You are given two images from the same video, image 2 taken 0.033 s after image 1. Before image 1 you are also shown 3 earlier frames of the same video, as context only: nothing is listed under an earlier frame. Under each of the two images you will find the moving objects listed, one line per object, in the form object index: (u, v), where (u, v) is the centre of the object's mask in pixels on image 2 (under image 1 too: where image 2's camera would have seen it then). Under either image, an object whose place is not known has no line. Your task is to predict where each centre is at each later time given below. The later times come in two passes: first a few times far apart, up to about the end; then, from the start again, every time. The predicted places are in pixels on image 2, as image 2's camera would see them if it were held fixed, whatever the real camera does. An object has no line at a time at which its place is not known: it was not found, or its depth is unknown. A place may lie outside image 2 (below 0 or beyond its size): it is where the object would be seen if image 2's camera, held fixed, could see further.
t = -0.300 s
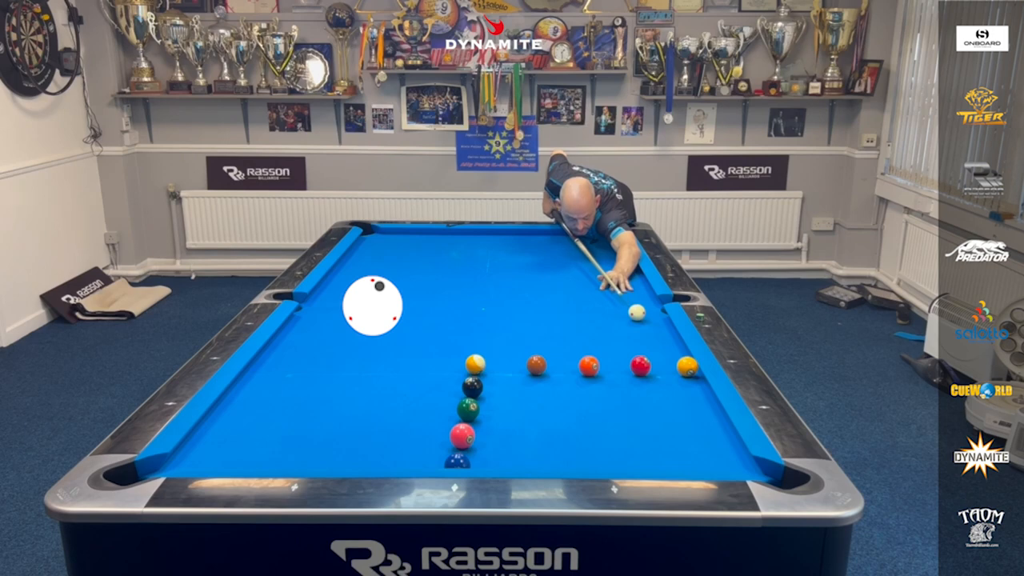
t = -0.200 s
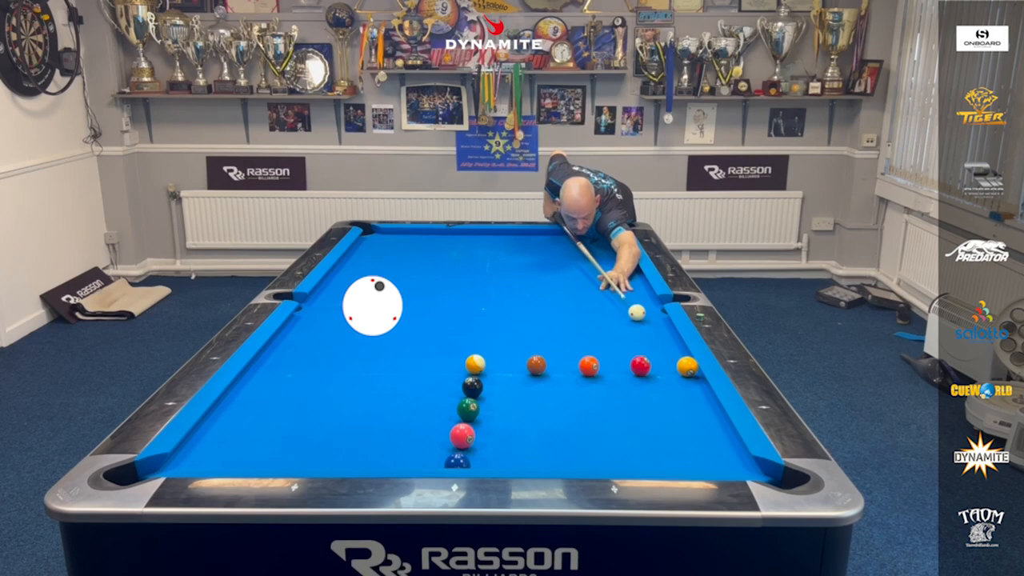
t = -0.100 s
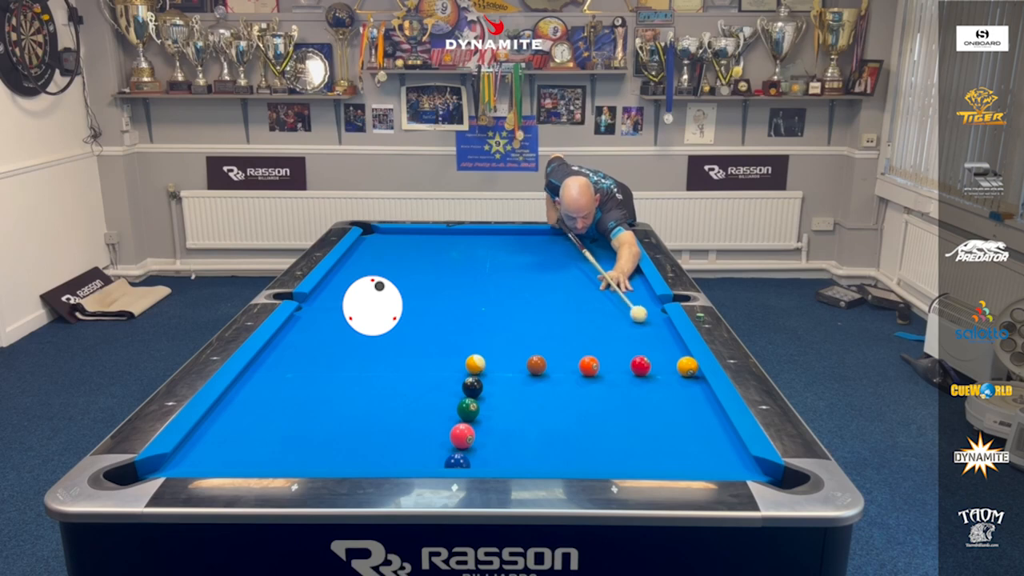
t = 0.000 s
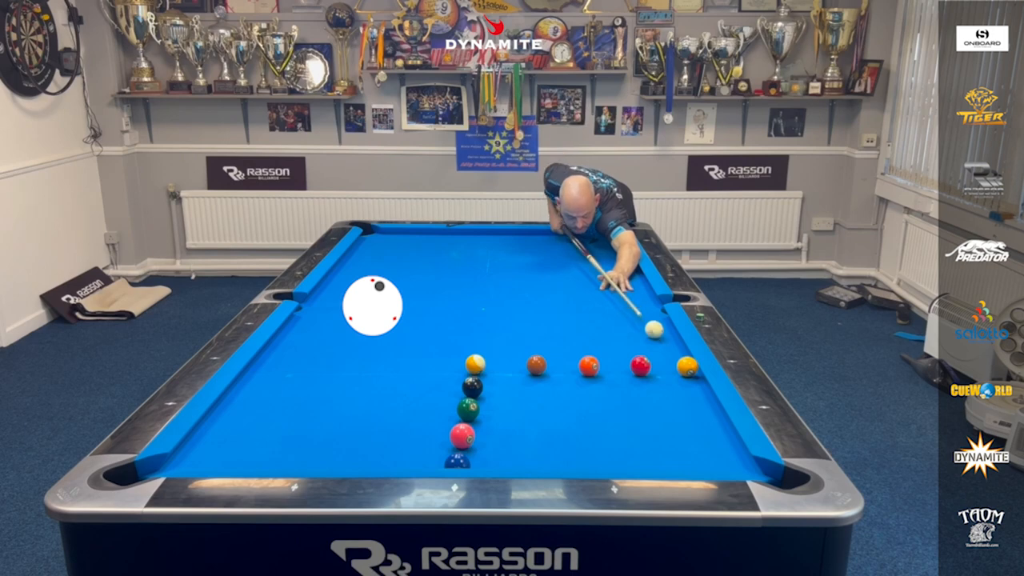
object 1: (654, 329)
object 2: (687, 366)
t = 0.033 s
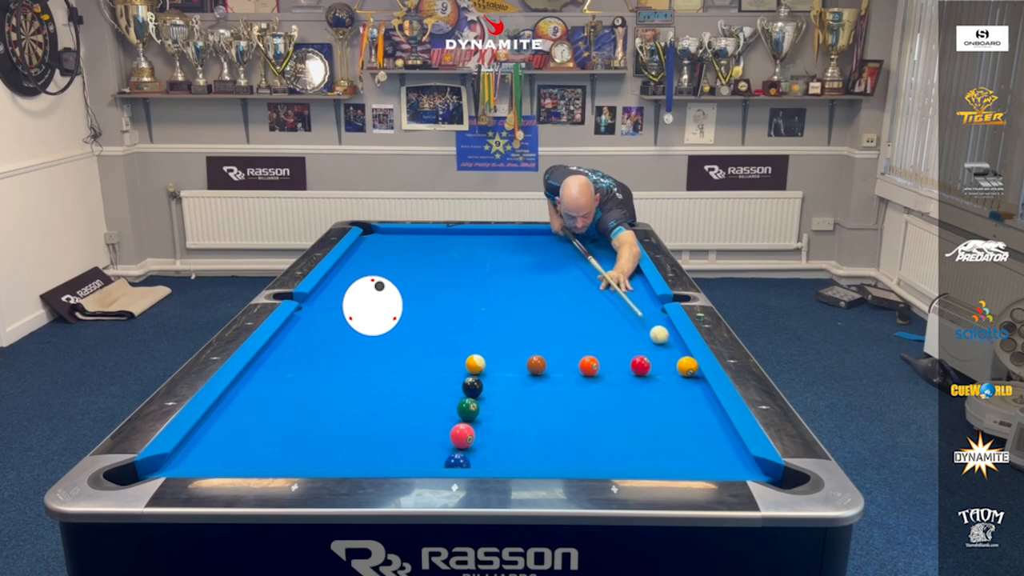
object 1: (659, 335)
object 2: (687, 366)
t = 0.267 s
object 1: (681, 360)
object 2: (696, 381)
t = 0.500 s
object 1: (680, 371)
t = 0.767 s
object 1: (680, 384)
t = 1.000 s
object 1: (680, 396)
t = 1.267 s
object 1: (680, 410)
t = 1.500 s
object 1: (681, 422)
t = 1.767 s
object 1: (682, 437)
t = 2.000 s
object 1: (683, 449)
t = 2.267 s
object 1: (684, 460)
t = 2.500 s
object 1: (682, 462)
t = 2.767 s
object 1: (676, 458)
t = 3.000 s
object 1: (673, 455)
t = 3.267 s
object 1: (671, 451)
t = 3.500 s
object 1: (670, 449)
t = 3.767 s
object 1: (671, 447)
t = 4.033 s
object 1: (671, 446)
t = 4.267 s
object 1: (671, 447)
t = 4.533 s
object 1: (671, 447)
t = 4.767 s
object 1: (671, 447)
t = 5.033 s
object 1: (671, 447)
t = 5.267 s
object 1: (671, 447)
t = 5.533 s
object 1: (671, 447)
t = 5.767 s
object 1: (671, 447)
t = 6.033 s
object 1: (671, 447)
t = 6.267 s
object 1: (671, 447)
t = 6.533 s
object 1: (671, 447)
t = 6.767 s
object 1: (671, 447)
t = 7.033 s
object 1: (671, 447)
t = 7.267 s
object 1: (671, 447)
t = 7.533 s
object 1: (671, 447)
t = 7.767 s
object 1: (671, 447)
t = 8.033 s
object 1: (671, 447)
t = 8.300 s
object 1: (671, 447)
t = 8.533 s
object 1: (671, 447)
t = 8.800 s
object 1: (671, 447)
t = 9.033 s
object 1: (671, 447)
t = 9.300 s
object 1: (671, 447)
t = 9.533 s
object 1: (671, 447)
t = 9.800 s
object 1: (671, 447)
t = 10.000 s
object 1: (671, 447)
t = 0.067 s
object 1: (664, 340)
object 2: (687, 366)
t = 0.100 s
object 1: (669, 345)
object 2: (687, 366)
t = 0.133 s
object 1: (675, 350)
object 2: (687, 366)
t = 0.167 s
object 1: (679, 354)
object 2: (687, 367)
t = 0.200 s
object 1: (683, 356)
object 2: (689, 370)
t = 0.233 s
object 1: (682, 359)
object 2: (693, 375)
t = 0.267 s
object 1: (681, 360)
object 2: (696, 381)
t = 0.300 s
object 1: (680, 362)
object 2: (699, 387)
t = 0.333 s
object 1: (680, 363)
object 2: (702, 393)
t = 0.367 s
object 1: (680, 364)
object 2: (704, 398)
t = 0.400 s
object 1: (680, 366)
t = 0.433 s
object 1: (680, 367)
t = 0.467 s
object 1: (680, 369)
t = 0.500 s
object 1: (680, 371)
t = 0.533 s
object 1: (680, 372)
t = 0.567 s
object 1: (680, 374)
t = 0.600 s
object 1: (680, 376)
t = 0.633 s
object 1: (680, 377)
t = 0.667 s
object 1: (680, 379)
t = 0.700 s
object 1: (680, 381)
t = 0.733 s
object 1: (679, 383)
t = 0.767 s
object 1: (680, 384)
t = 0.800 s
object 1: (680, 386)
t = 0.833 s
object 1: (680, 388)
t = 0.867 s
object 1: (680, 389)
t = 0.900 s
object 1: (680, 391)
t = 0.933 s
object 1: (680, 393)
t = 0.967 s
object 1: (680, 395)
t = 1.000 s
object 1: (680, 396)
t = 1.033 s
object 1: (680, 398)
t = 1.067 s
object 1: (680, 400)
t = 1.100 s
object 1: (680, 401)
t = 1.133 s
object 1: (680, 403)
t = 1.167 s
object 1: (680, 405)
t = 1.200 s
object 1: (680, 407)
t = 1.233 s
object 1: (680, 409)
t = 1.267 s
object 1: (680, 410)
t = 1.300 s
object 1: (680, 412)
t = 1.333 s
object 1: (680, 414)
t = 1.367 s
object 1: (680, 416)
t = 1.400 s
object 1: (680, 417)
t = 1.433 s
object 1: (680, 419)
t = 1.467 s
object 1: (681, 421)
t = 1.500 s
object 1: (681, 422)
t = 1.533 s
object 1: (681, 424)
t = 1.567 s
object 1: (681, 426)
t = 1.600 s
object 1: (681, 428)
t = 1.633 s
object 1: (681, 429)
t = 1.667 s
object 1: (681, 431)
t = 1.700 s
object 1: (681, 433)
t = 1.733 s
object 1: (681, 435)
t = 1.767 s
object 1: (682, 437)
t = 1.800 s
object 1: (682, 438)
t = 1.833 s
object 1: (682, 440)
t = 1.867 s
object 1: (682, 442)
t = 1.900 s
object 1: (682, 444)
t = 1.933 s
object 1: (682, 445)
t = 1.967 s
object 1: (682, 447)
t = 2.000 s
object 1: (683, 449)
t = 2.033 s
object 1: (683, 450)
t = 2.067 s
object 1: (683, 452)
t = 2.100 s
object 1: (683, 454)
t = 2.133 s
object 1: (683, 455)
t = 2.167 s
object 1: (683, 457)
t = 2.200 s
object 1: (684, 458)
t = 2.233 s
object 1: (684, 459)
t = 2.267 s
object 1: (684, 460)
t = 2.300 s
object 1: (684, 461)
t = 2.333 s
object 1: (684, 462)
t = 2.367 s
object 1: (684, 463)
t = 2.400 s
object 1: (685, 464)
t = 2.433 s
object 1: (684, 464)
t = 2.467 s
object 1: (683, 463)
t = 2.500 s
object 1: (682, 462)
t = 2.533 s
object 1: (681, 462)
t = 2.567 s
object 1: (680, 461)
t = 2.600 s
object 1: (680, 461)
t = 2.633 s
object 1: (679, 460)
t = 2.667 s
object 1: (678, 460)
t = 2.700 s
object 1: (678, 459)
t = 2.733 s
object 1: (677, 459)
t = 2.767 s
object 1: (676, 458)
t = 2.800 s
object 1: (676, 458)
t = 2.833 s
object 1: (675, 457)
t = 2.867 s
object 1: (675, 457)
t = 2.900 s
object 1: (675, 456)
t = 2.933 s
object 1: (674, 456)
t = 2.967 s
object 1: (674, 455)
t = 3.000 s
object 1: (673, 455)
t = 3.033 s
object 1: (673, 454)
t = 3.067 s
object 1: (673, 454)
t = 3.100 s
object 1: (672, 453)
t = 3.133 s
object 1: (672, 453)
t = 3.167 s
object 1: (672, 452)
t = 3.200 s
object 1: (672, 452)
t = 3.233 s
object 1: (671, 451)
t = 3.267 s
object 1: (671, 451)
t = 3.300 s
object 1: (671, 451)
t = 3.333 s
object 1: (671, 450)
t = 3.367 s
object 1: (671, 450)
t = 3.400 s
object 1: (670, 449)
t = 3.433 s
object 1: (670, 449)
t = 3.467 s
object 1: (670, 449)
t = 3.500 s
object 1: (670, 449)
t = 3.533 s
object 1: (670, 448)
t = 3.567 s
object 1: (670, 448)
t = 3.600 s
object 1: (670, 448)
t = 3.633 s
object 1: (670, 447)
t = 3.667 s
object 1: (670, 447)
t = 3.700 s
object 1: (670, 447)
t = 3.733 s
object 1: (671, 447)
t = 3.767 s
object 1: (671, 447)
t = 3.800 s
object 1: (671, 447)
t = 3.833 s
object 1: (671, 447)
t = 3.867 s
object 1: (671, 447)
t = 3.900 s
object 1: (671, 447)
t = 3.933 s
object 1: (671, 447)
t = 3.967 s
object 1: (671, 447)
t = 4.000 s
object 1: (671, 447)
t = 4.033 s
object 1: (671, 446)
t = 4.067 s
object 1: (671, 447)
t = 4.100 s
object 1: (671, 447)
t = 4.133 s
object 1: (671, 447)
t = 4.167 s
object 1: (671, 447)
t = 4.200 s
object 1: (671, 447)
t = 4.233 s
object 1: (671, 447)
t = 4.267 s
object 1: (671, 447)
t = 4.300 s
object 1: (671, 447)
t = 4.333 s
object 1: (671, 447)
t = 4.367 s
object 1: (671, 447)
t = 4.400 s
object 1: (671, 447)
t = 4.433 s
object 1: (671, 447)
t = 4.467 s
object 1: (671, 447)
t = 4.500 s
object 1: (671, 447)
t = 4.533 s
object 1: (671, 447)
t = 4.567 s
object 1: (671, 447)
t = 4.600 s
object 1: (671, 447)
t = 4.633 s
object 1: (671, 447)
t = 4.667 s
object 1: (671, 447)
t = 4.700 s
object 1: (671, 447)
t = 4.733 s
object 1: (671, 447)
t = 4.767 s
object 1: (671, 447)
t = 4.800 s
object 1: (671, 447)
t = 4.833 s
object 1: (671, 447)
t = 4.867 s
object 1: (671, 447)
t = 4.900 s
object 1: (671, 447)
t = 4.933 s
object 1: (671, 447)
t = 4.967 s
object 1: (671, 447)
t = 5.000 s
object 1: (671, 447)
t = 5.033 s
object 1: (671, 447)
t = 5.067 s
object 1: (671, 447)
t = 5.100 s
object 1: (671, 447)
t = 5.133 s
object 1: (671, 447)
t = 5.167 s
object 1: (671, 447)
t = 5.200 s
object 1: (671, 447)
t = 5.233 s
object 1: (671, 447)
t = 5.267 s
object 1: (671, 447)
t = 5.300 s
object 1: (671, 447)
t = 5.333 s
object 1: (671, 447)
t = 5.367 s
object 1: (671, 447)
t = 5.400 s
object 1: (671, 447)
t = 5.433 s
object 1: (671, 447)
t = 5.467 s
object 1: (671, 447)
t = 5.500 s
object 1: (671, 447)
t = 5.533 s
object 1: (671, 447)
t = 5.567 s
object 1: (671, 447)
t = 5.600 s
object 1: (671, 447)
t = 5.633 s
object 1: (671, 447)
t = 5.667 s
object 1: (671, 447)
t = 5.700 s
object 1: (671, 447)
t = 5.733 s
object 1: (671, 447)
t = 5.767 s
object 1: (671, 447)
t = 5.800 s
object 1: (671, 447)
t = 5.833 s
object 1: (671, 447)
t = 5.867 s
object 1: (671, 447)
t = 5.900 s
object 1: (671, 447)
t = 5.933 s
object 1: (671, 447)
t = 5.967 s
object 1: (671, 447)
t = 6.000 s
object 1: (671, 447)
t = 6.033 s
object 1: (671, 447)
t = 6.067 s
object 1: (671, 447)
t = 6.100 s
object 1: (671, 447)
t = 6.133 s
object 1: (671, 447)
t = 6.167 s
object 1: (671, 447)
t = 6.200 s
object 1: (671, 447)
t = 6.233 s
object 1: (671, 447)
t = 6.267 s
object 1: (671, 447)
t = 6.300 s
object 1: (671, 447)
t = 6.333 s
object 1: (671, 447)
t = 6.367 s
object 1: (671, 447)
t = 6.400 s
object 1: (671, 447)
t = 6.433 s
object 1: (671, 447)
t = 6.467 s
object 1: (671, 447)
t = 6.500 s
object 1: (671, 447)
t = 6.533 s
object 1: (671, 447)
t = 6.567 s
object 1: (671, 447)
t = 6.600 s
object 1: (671, 447)
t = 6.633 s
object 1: (671, 447)
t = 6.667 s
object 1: (671, 447)
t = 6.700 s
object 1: (671, 447)
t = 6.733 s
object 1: (671, 447)
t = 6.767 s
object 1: (671, 447)
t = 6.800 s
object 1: (671, 447)
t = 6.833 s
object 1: (671, 447)
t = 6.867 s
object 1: (671, 447)
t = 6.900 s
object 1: (671, 447)
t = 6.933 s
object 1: (671, 447)
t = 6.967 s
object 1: (671, 447)
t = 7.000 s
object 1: (671, 447)
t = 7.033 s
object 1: (671, 447)
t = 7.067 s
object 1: (671, 447)
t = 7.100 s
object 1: (671, 447)
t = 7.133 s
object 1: (671, 447)
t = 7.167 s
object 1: (671, 447)
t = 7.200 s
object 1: (671, 447)
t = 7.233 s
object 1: (671, 447)
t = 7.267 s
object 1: (671, 447)
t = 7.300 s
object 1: (671, 447)
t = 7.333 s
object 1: (671, 447)
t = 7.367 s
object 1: (671, 447)
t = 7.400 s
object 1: (671, 447)
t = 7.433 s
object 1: (671, 447)
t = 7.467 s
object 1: (671, 447)
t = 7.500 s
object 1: (671, 447)
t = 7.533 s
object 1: (671, 447)
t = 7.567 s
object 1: (671, 447)
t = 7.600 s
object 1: (671, 447)
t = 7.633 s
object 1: (671, 447)
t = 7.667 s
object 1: (671, 447)
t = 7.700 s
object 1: (671, 447)
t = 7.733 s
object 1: (671, 447)
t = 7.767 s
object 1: (671, 447)
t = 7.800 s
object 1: (671, 447)
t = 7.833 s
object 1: (671, 447)
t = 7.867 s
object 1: (671, 447)
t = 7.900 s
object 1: (671, 447)
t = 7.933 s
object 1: (671, 447)
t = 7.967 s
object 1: (671, 447)
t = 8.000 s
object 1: (671, 447)
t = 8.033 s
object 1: (671, 447)
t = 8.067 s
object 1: (671, 447)
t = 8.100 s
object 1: (671, 447)
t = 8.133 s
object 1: (671, 447)
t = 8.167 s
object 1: (671, 447)
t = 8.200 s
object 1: (671, 447)
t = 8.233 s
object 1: (671, 447)
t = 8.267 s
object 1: (671, 447)
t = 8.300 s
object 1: (671, 447)
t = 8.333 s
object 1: (671, 447)
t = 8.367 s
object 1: (671, 447)
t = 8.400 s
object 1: (671, 447)
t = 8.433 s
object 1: (671, 447)
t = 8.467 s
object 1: (671, 447)
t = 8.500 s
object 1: (671, 447)
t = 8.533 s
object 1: (671, 447)
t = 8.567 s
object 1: (671, 447)
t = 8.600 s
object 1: (671, 447)
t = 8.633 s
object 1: (671, 447)
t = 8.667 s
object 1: (671, 447)
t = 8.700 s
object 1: (671, 447)
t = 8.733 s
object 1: (671, 447)
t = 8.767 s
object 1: (671, 447)
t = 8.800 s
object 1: (671, 447)
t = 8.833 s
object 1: (671, 447)
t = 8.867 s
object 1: (671, 447)
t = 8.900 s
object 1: (671, 447)
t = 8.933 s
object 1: (671, 447)
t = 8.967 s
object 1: (671, 447)
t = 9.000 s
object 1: (671, 447)
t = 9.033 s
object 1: (671, 447)
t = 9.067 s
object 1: (671, 447)
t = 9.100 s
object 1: (671, 447)
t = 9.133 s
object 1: (671, 447)
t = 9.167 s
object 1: (671, 447)
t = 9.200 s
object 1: (671, 447)
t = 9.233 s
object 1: (671, 447)
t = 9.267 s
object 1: (671, 447)
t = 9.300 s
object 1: (671, 447)
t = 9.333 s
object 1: (671, 447)
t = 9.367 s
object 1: (671, 447)
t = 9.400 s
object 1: (671, 447)
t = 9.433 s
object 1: (671, 447)
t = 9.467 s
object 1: (671, 447)
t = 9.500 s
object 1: (671, 447)
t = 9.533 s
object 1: (671, 447)
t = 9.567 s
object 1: (671, 447)
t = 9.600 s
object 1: (671, 447)
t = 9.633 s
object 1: (671, 447)
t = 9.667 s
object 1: (671, 447)
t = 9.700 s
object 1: (671, 447)
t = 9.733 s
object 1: (671, 447)
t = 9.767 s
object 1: (671, 447)
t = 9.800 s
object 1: (671, 447)
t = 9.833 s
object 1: (671, 447)
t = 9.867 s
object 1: (671, 447)
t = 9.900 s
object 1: (671, 447)
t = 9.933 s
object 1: (671, 447)
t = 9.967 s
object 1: (671, 447)
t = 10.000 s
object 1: (671, 447)
